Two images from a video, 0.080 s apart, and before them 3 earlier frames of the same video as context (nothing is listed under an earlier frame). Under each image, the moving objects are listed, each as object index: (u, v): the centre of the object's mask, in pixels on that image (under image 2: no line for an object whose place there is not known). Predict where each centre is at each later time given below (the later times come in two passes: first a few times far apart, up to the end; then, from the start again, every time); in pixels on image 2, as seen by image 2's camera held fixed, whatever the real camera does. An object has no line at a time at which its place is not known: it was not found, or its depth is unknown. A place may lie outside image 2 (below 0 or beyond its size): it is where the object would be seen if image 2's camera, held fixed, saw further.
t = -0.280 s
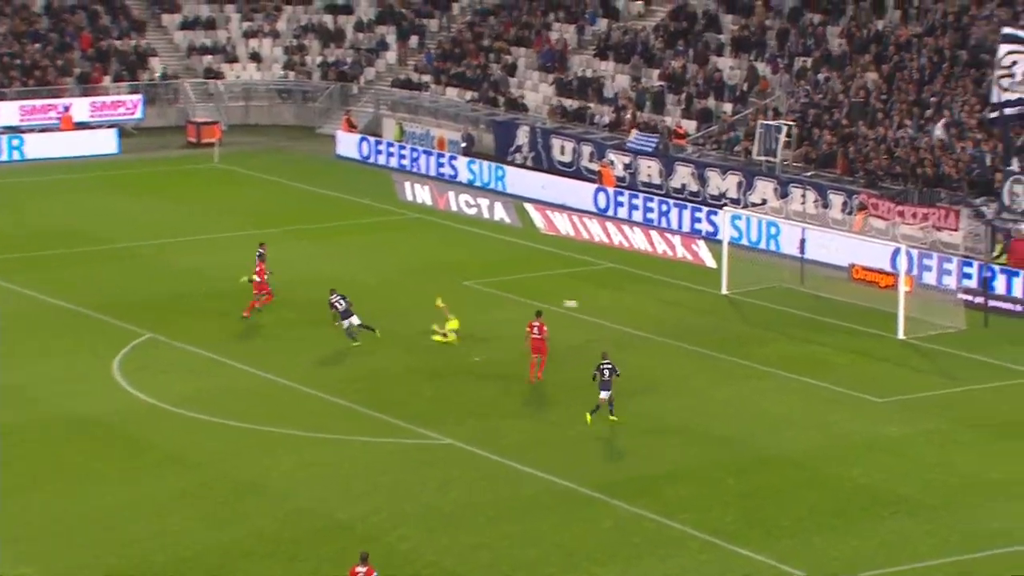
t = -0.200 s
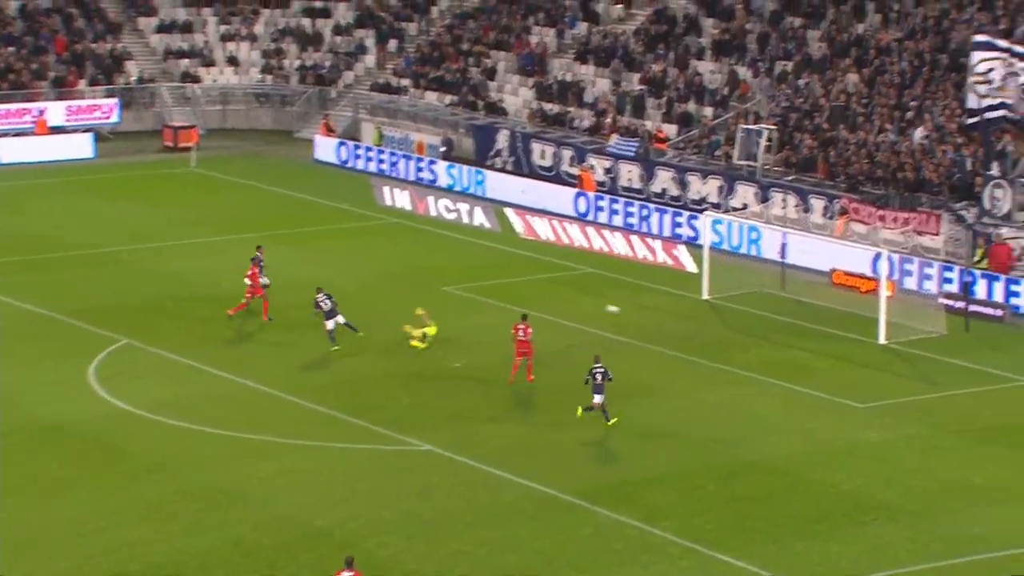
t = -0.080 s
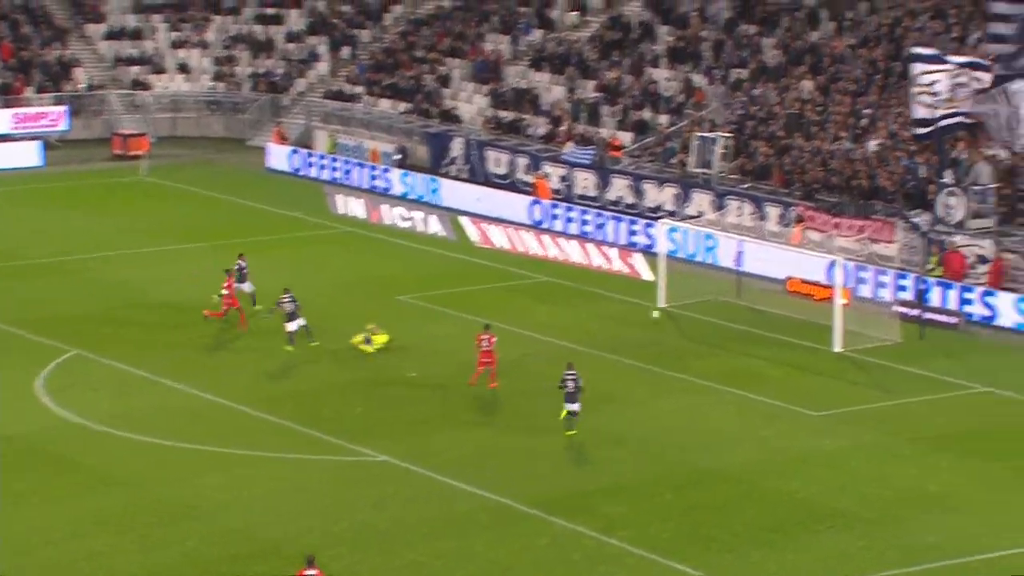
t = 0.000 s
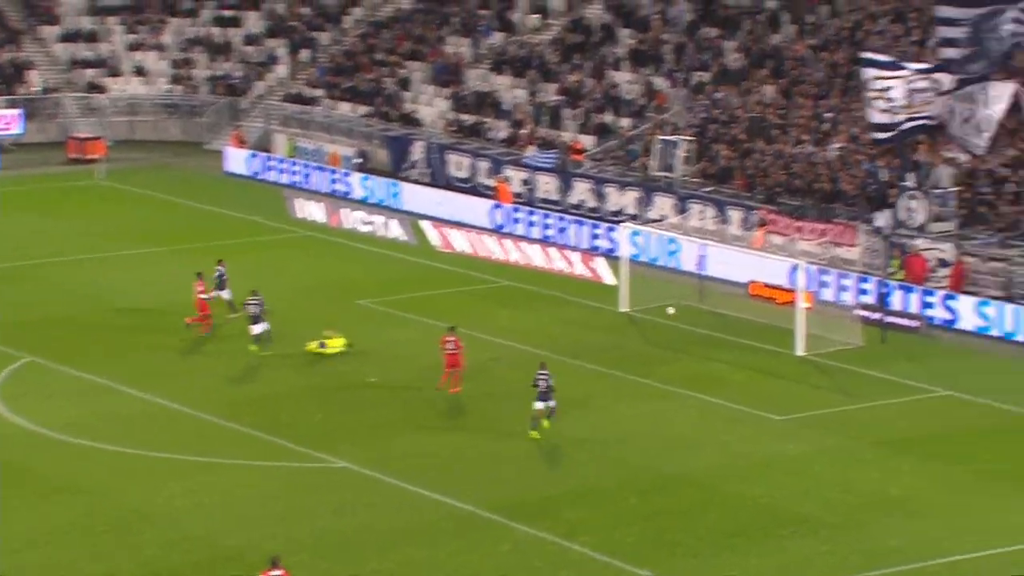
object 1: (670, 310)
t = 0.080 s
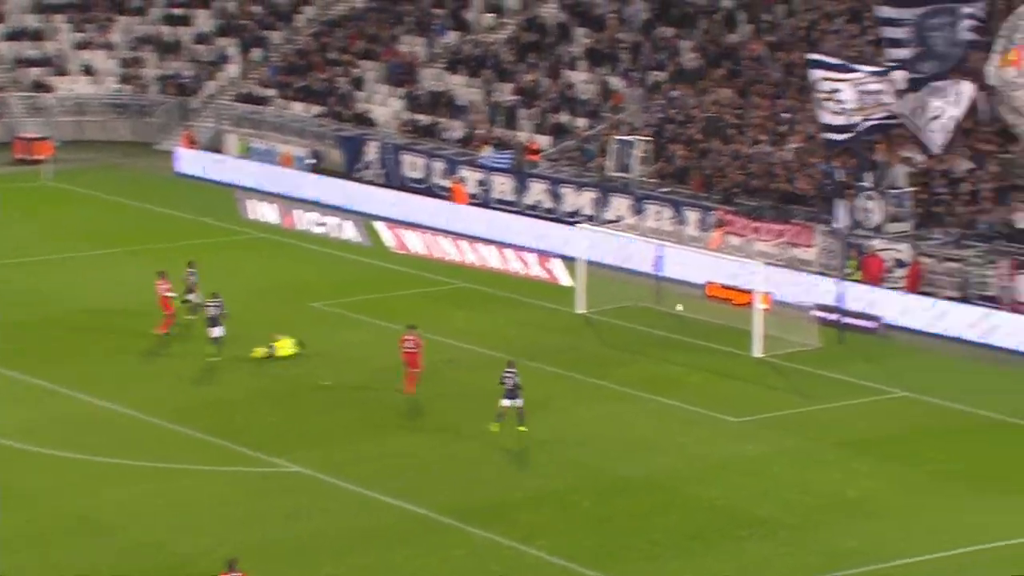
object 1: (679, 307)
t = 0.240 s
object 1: (716, 306)
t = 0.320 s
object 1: (712, 300)
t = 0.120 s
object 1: (702, 307)
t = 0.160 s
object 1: (710, 308)
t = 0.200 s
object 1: (714, 308)
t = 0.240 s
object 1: (716, 306)
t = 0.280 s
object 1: (715, 303)
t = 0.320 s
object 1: (712, 300)
